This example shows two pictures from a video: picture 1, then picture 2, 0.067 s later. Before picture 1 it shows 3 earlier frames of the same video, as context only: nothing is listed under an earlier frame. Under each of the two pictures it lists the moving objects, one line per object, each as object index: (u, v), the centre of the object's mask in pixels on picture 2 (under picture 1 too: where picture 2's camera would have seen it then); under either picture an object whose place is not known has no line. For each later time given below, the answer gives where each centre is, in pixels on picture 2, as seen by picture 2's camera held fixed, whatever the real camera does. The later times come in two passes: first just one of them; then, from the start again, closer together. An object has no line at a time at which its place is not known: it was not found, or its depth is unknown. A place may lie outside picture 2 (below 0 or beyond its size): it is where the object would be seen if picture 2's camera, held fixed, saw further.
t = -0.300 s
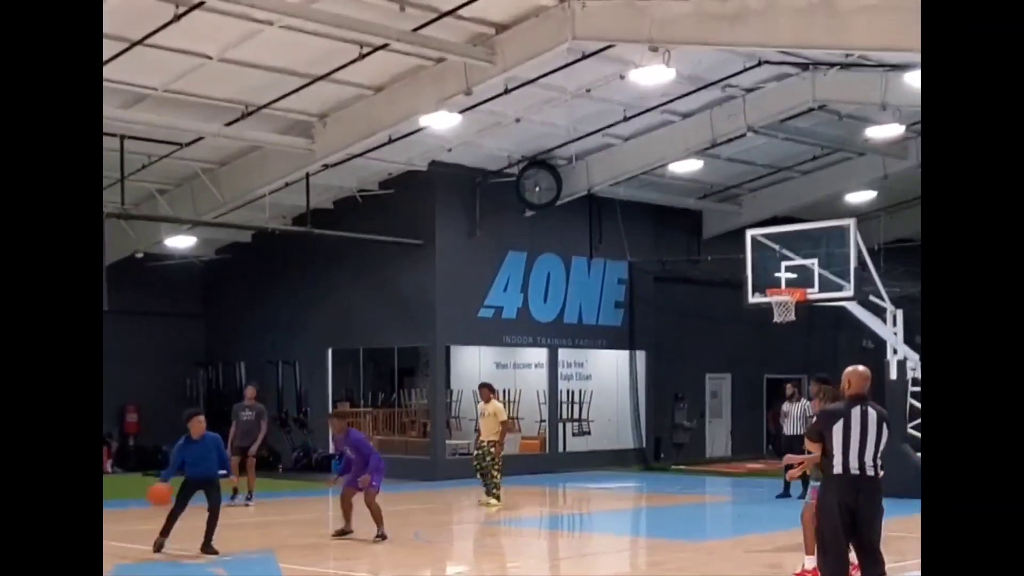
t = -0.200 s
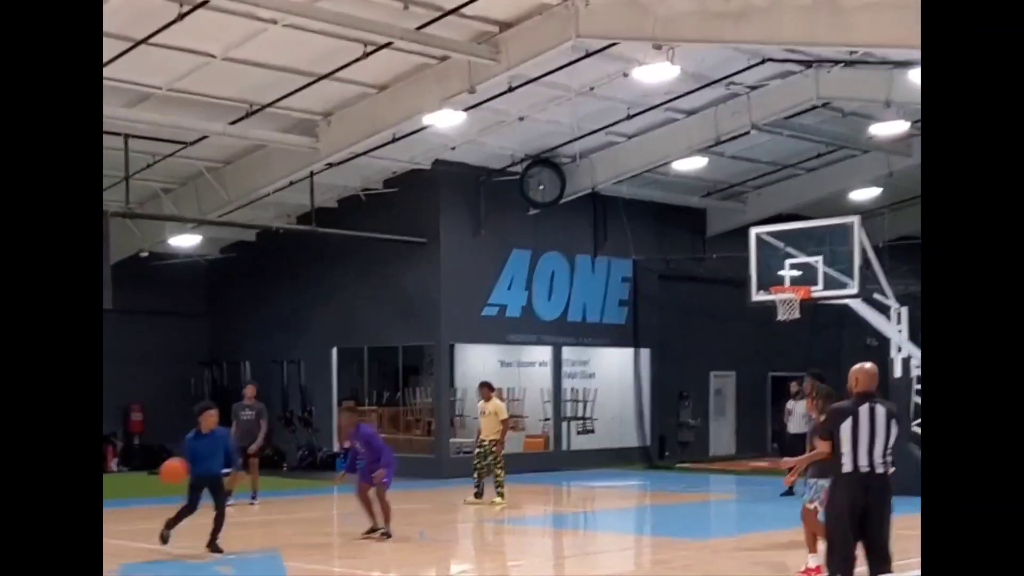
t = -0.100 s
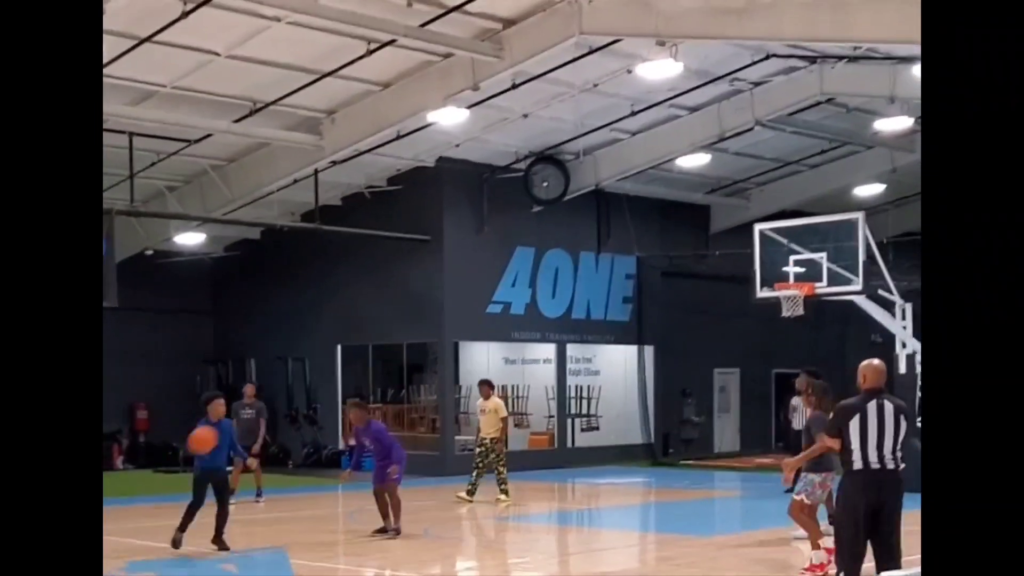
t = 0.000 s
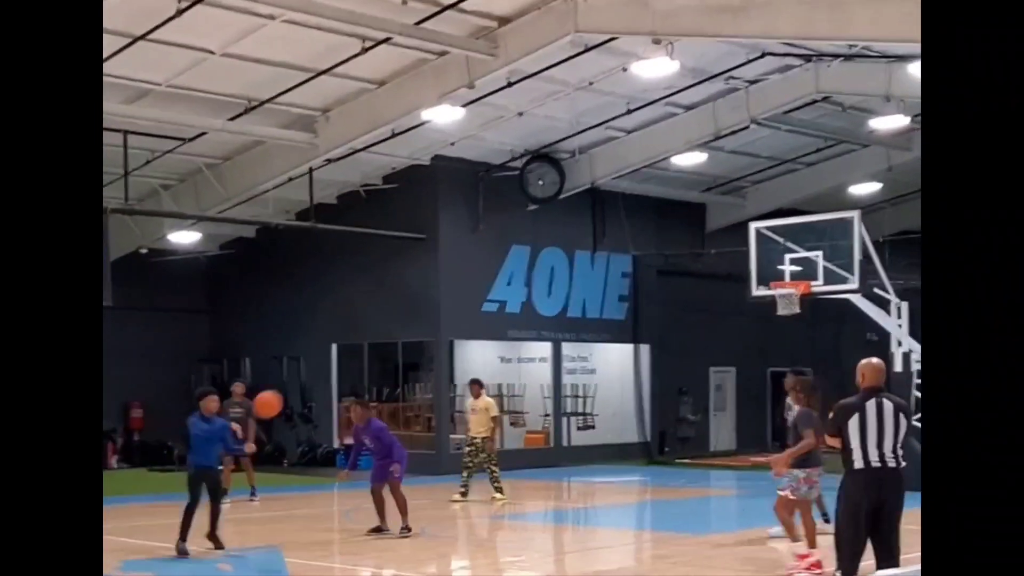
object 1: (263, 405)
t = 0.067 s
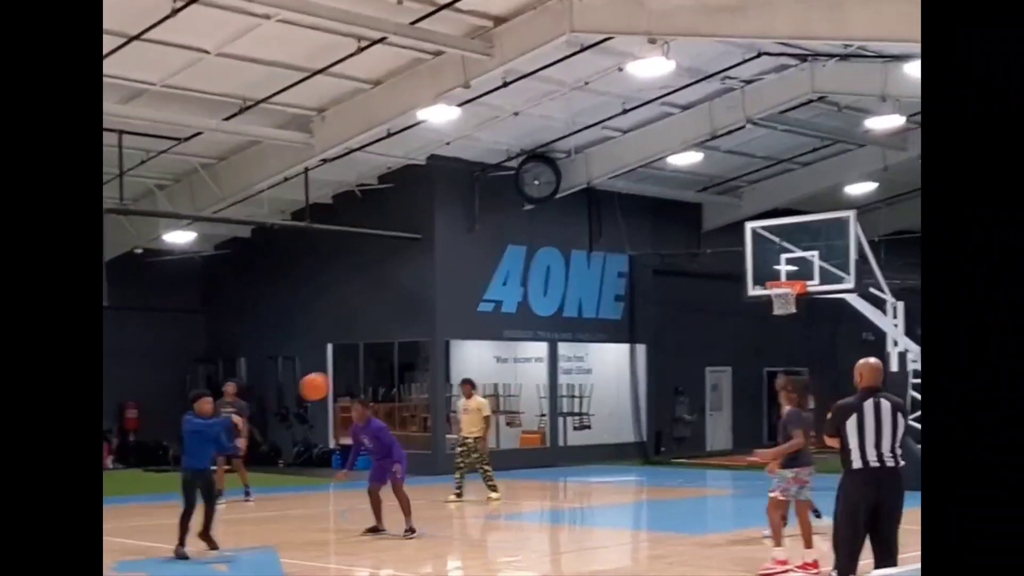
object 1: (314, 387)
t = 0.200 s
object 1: (422, 363)
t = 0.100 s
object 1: (343, 379)
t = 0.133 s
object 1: (368, 373)
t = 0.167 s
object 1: (395, 367)
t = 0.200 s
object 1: (422, 363)
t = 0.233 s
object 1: (448, 360)
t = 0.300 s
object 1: (508, 358)
